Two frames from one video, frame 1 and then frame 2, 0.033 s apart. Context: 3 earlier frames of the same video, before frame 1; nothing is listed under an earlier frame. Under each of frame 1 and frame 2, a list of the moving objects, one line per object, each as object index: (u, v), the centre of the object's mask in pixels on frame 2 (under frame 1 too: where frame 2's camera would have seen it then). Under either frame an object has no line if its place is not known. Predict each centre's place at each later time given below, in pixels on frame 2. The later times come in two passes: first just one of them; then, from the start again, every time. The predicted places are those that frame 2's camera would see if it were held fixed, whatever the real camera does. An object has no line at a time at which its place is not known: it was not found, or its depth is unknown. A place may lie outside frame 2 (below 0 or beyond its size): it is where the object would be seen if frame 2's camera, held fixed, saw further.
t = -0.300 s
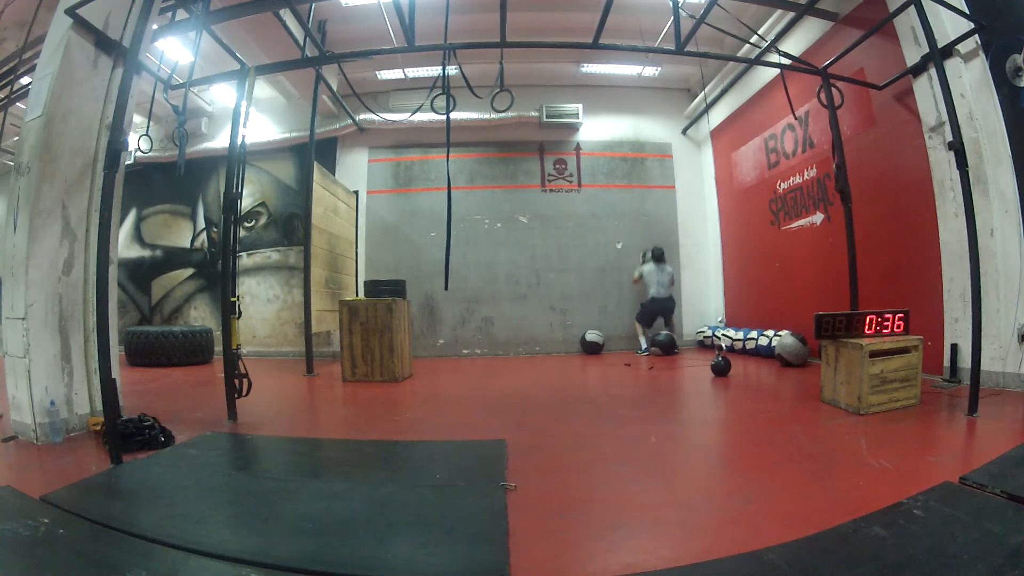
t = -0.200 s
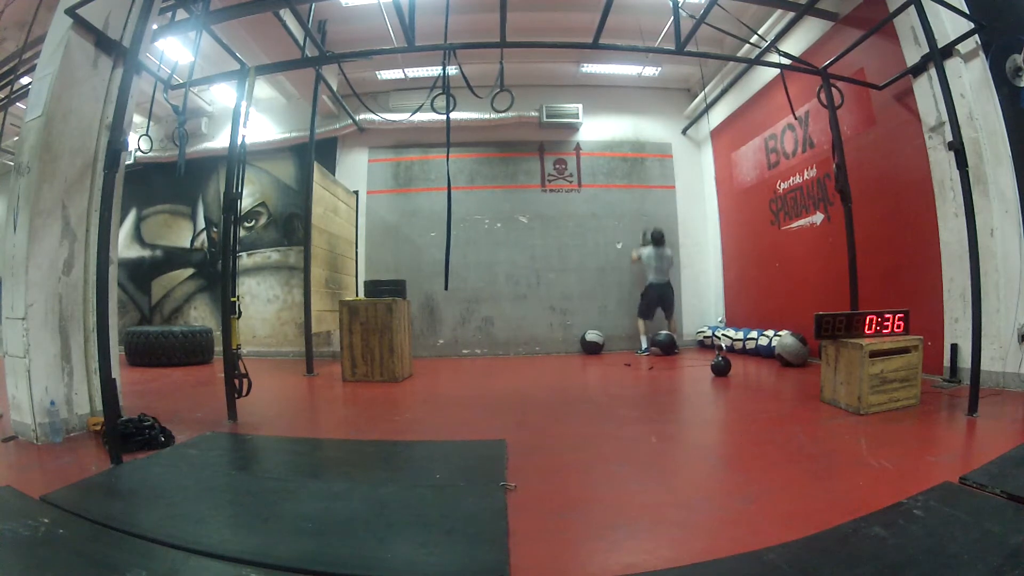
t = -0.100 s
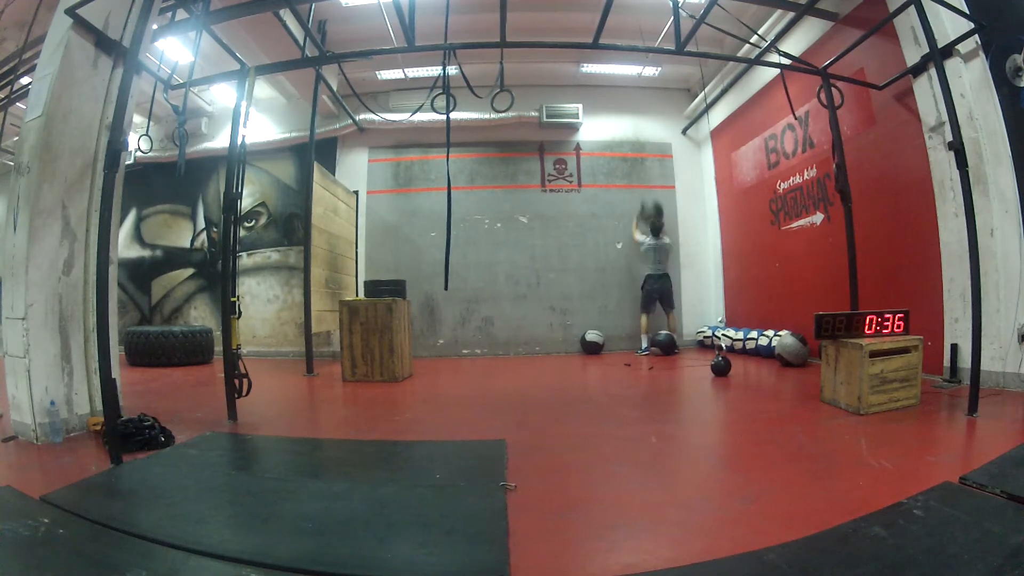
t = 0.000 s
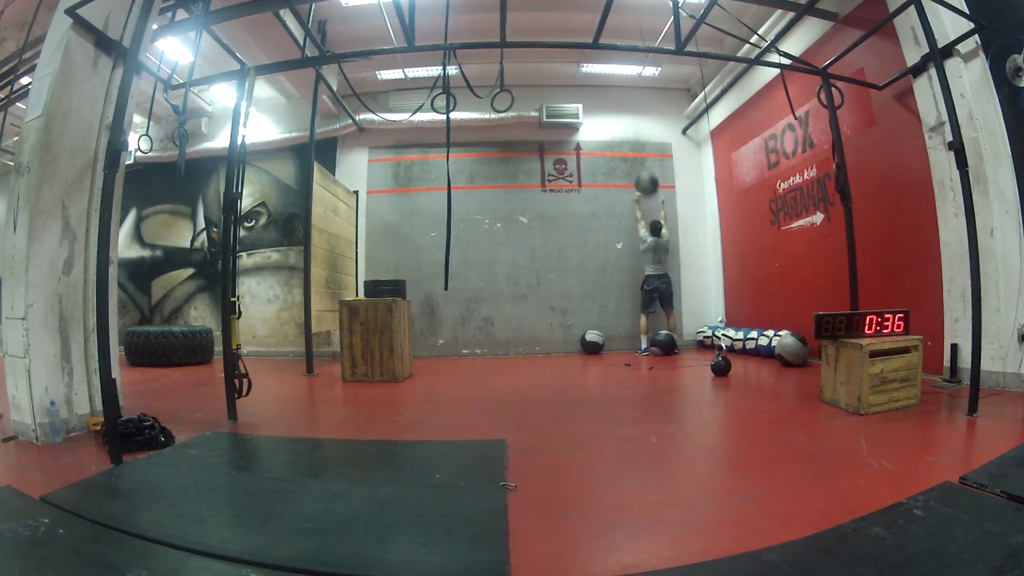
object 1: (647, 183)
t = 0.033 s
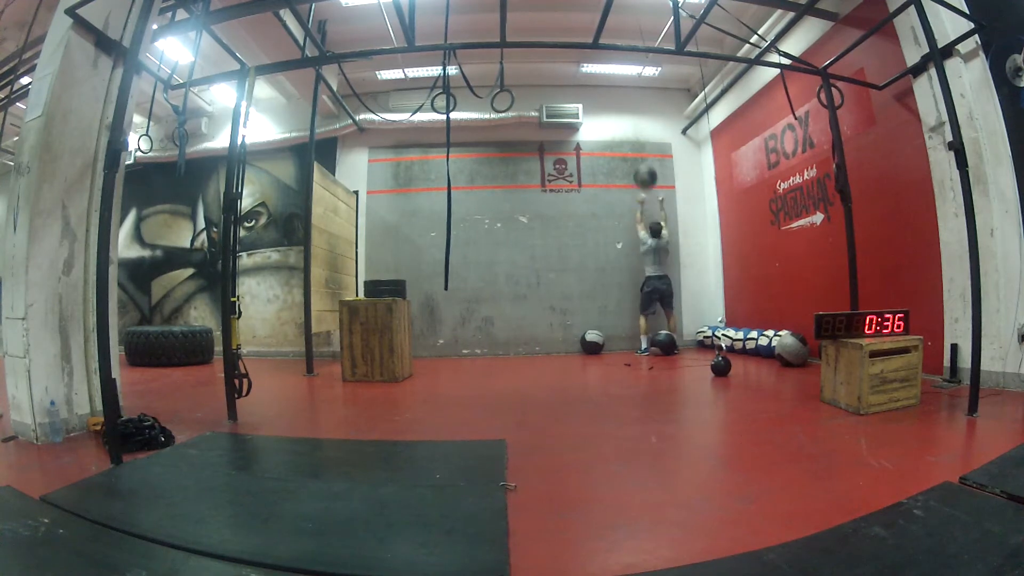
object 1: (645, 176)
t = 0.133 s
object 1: (641, 159)
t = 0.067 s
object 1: (644, 169)
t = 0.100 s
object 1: (642, 164)
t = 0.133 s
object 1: (641, 159)
